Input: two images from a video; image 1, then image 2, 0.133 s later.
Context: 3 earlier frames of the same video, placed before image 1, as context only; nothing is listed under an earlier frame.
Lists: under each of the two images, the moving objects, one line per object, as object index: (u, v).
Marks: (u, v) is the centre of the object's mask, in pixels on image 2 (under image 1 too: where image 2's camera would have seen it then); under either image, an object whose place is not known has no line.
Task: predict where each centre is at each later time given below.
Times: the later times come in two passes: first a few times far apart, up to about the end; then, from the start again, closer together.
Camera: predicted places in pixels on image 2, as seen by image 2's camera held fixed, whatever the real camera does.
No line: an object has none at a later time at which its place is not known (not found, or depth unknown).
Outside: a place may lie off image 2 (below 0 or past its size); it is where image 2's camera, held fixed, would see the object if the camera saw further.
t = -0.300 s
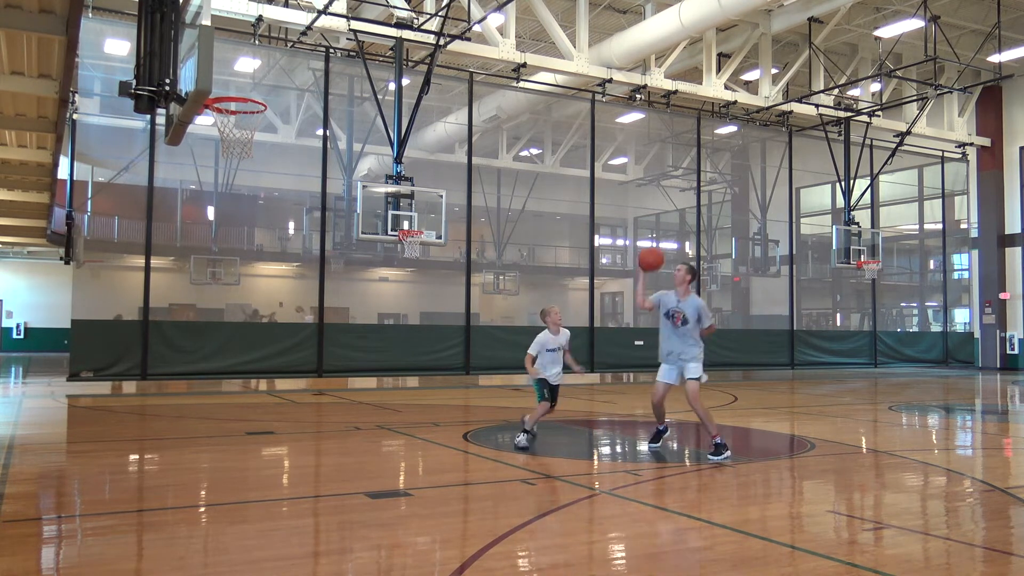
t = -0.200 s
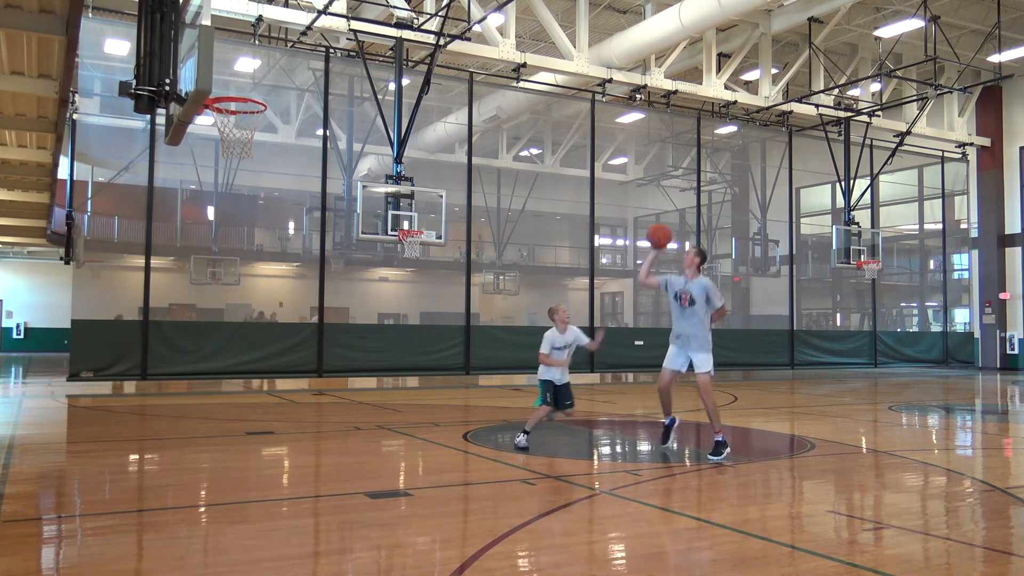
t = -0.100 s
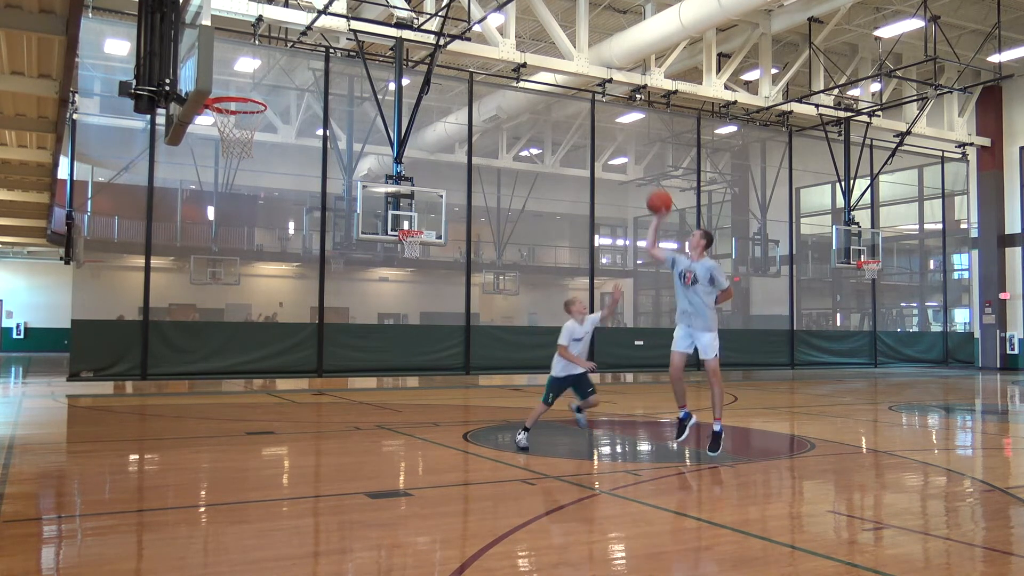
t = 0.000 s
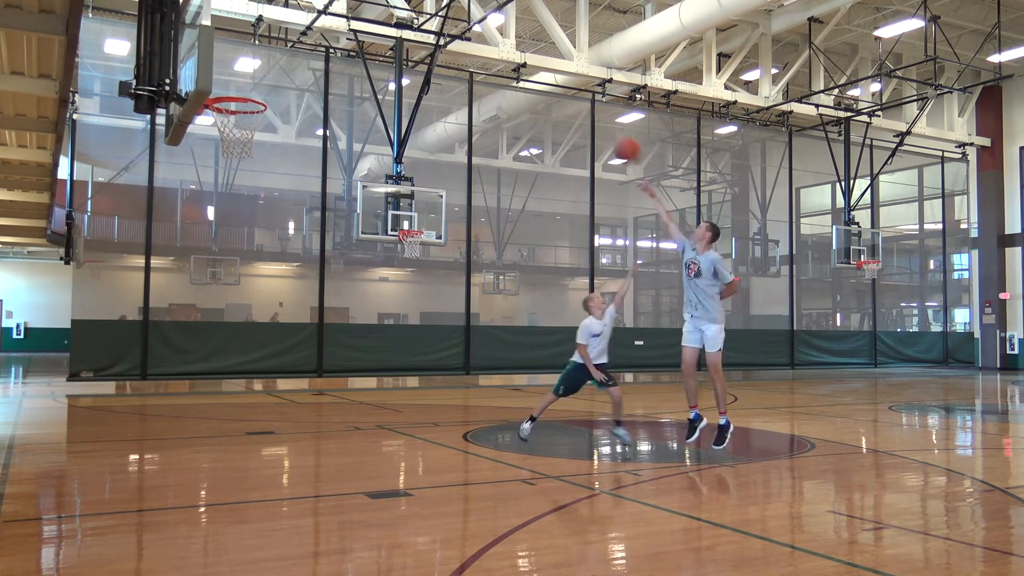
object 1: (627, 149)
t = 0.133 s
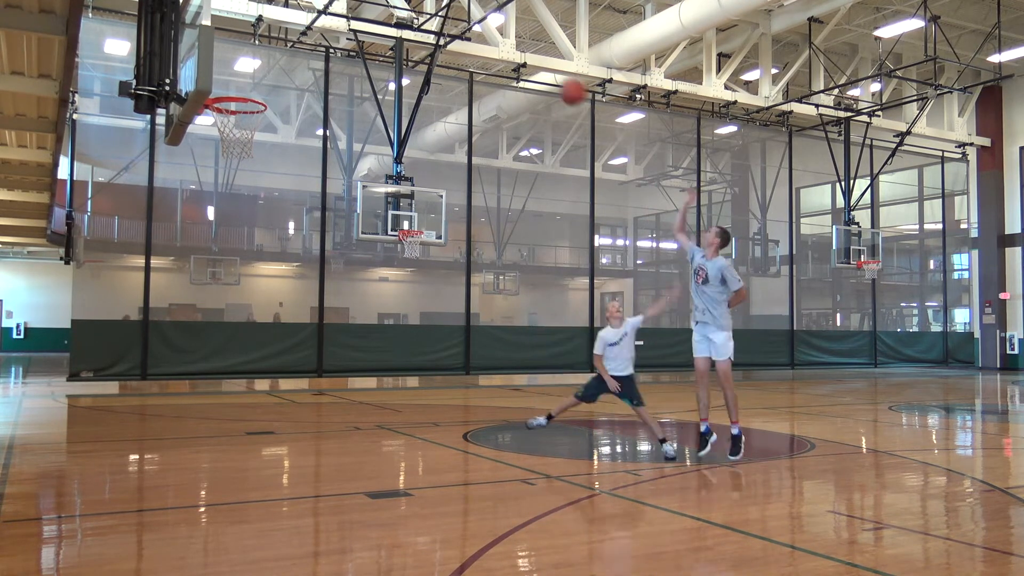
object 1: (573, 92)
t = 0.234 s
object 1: (532, 60)
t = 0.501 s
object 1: (418, 23)
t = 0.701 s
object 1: (329, 47)
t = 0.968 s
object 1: (244, 70)
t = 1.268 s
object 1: (218, 77)
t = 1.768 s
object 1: (249, 148)
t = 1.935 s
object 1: (243, 189)
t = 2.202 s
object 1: (232, 325)
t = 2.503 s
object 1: (212, 384)
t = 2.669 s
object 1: (201, 320)
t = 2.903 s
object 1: (183, 283)
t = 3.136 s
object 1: (162, 316)
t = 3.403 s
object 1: (133, 443)
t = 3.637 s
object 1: (118, 392)
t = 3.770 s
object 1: (110, 367)
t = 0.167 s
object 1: (559, 81)
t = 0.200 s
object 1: (545, 70)
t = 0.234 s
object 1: (532, 60)
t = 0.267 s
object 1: (517, 52)
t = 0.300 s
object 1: (504, 45)
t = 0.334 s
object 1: (490, 38)
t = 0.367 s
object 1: (476, 33)
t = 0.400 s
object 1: (462, 29)
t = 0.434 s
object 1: (448, 27)
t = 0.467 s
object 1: (433, 24)
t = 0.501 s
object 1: (418, 23)
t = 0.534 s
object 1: (404, 25)
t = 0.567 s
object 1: (389, 26)
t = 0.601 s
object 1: (374, 29)
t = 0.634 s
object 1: (360, 35)
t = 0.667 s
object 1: (346, 40)
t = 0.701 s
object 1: (329, 47)
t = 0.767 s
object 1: (298, 65)
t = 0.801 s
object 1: (283, 76)
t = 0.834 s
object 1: (267, 88)
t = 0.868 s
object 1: (260, 89)
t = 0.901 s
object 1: (255, 82)
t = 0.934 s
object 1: (249, 76)
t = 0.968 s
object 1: (244, 70)
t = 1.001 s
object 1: (238, 67)
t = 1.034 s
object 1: (233, 64)
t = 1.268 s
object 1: (218, 77)
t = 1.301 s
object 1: (219, 81)
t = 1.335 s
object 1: (221, 85)
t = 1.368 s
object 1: (223, 89)
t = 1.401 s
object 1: (226, 100)
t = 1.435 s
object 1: (229, 105)
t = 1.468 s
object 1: (235, 112)
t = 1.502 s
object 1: (239, 118)
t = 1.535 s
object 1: (244, 126)
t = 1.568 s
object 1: (248, 134)
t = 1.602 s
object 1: (251, 138)
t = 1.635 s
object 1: (252, 140)
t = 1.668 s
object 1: (252, 141)
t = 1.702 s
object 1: (251, 142)
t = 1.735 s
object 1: (250, 145)
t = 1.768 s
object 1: (249, 148)
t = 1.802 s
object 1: (248, 156)
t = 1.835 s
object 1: (247, 161)
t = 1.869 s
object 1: (245, 169)
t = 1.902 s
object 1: (244, 179)
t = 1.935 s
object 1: (243, 189)
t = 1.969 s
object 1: (241, 201)
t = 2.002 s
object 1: (240, 214)
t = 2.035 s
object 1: (238, 229)
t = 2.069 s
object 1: (237, 245)
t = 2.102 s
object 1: (236, 262)
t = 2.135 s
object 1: (234, 282)
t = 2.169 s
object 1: (233, 302)
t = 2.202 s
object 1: (232, 325)
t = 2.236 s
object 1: (230, 347)
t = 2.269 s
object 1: (228, 371)
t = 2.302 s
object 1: (225, 400)
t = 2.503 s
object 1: (212, 384)
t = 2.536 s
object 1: (211, 369)
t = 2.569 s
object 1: (208, 354)
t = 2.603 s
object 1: (206, 341)
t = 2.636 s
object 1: (204, 330)
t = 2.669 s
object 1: (201, 320)
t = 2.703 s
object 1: (198, 311)
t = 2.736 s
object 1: (196, 303)
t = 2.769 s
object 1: (193, 296)
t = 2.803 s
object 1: (191, 291)
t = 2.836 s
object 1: (188, 287)
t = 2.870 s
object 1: (185, 285)
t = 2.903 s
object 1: (183, 283)
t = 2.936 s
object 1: (180, 284)
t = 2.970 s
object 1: (177, 285)
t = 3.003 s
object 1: (174, 288)
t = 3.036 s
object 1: (171, 293)
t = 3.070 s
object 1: (168, 298)
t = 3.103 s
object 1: (164, 306)
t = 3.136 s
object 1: (162, 316)
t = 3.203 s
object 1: (155, 337)
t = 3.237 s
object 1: (152, 350)
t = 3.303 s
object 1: (145, 381)
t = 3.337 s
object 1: (141, 401)
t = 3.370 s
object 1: (137, 424)
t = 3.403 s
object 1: (133, 443)
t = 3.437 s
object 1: (130, 468)
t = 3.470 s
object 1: (128, 456)
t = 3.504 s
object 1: (126, 440)
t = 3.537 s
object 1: (124, 427)
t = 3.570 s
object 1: (121, 414)
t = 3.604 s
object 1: (119, 402)
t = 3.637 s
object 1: (118, 392)
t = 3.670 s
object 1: (116, 383)
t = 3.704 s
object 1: (114, 376)
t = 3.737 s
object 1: (111, 371)
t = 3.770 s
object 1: (110, 367)
